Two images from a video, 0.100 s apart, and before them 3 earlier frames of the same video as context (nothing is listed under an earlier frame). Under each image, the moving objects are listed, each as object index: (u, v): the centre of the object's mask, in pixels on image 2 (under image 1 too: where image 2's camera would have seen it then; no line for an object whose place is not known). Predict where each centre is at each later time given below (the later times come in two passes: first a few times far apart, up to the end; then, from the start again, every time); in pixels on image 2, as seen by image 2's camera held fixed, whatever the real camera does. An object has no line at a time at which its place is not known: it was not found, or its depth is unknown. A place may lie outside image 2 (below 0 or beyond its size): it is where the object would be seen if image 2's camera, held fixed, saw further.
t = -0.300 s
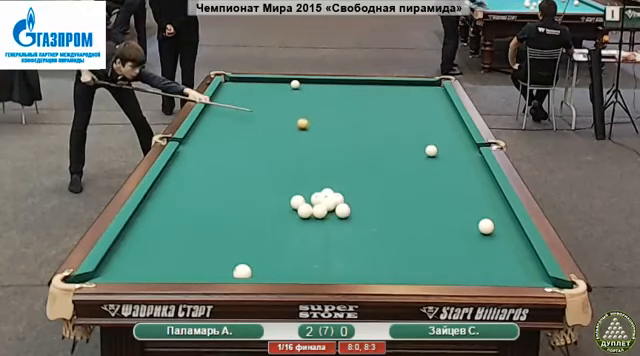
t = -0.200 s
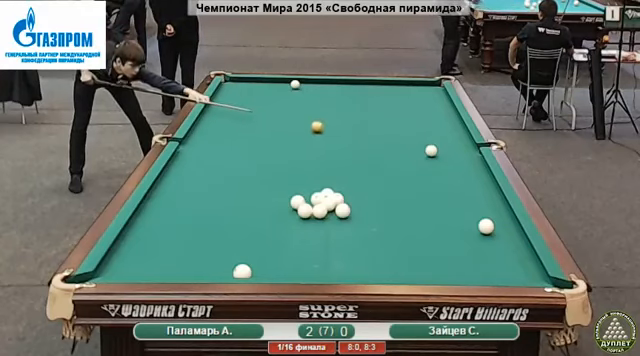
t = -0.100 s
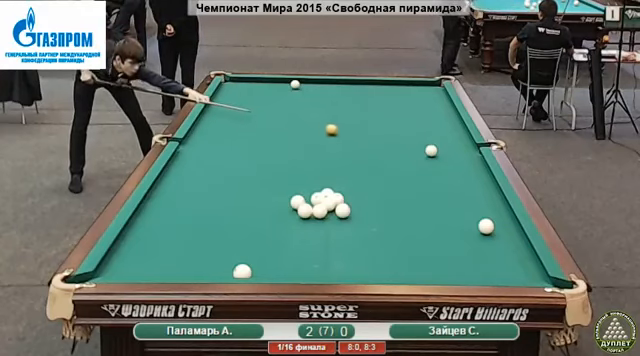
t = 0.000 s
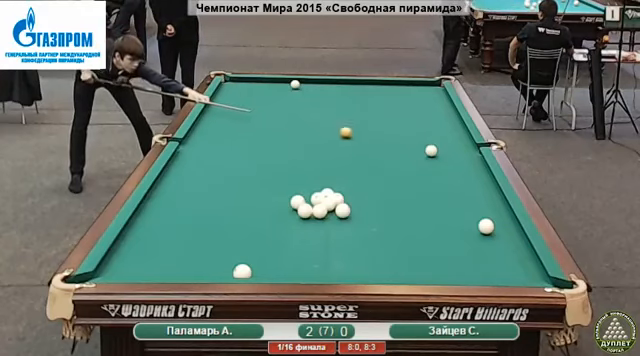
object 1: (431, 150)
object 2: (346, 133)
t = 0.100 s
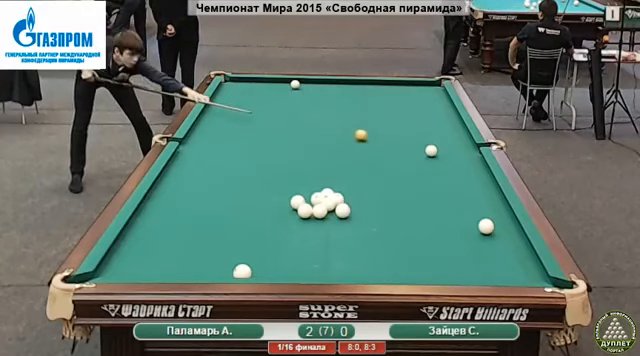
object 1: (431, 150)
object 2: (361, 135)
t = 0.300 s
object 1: (431, 150)
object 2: (391, 141)
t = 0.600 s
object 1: (438, 154)
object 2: (430, 146)
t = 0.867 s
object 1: (454, 161)
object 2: (455, 148)
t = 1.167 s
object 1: (472, 169)
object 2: (480, 147)
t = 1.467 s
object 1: (487, 177)
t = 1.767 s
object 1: (483, 184)
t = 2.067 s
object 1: (478, 190)
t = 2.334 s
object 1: (475, 195)
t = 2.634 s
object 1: (471, 201)
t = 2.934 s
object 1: (467, 206)
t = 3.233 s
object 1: (463, 211)
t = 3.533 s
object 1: (459, 216)
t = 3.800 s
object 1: (456, 221)
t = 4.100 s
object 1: (453, 225)
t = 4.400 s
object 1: (449, 228)
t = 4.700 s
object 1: (446, 232)
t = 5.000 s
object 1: (444, 235)
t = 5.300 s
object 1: (441, 237)
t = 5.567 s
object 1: (439, 238)
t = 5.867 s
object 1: (437, 240)
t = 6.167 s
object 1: (436, 240)
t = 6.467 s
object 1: (435, 241)
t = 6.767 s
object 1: (435, 241)
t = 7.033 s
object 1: (435, 241)
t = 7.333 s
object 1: (435, 241)
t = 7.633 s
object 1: (435, 241)
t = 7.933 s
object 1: (435, 241)
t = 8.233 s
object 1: (435, 241)
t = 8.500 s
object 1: (435, 241)
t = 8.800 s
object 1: (435, 241)
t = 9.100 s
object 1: (435, 241)
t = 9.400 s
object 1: (435, 241)
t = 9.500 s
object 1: (435, 241)
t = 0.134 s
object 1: (431, 150)
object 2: (365, 136)
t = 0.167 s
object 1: (431, 150)
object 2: (371, 137)
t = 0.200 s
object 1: (431, 150)
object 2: (376, 138)
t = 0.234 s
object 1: (431, 150)
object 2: (381, 139)
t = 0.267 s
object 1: (431, 150)
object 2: (386, 140)
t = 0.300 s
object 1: (431, 150)
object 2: (391, 141)
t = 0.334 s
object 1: (431, 150)
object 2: (396, 142)
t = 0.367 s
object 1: (431, 150)
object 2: (401, 143)
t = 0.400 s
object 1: (431, 150)
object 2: (406, 144)
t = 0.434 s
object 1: (431, 151)
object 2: (412, 145)
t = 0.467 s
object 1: (431, 151)
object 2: (417, 146)
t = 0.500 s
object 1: (431, 151)
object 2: (421, 147)
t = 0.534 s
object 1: (432, 151)
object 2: (424, 146)
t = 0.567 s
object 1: (435, 152)
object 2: (427, 147)
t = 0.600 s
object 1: (438, 154)
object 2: (430, 146)
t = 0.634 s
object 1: (440, 155)
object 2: (433, 146)
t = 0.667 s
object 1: (442, 155)
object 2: (437, 146)
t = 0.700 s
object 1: (444, 156)
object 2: (440, 147)
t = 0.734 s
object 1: (446, 157)
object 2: (443, 147)
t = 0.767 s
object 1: (448, 158)
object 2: (445, 147)
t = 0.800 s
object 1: (450, 159)
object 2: (449, 147)
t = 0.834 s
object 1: (452, 160)
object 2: (452, 147)
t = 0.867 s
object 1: (454, 161)
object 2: (455, 148)
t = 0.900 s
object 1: (456, 162)
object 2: (457, 148)
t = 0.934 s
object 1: (458, 162)
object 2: (460, 147)
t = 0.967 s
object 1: (460, 164)
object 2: (464, 147)
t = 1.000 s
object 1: (462, 165)
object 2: (466, 147)
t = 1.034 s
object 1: (464, 166)
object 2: (469, 147)
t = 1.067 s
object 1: (466, 167)
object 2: (473, 147)
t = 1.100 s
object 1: (468, 167)
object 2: (475, 147)
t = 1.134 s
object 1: (470, 168)
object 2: (477, 147)
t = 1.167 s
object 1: (472, 169)
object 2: (480, 147)
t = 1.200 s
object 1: (474, 170)
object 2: (481, 147)
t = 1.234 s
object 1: (476, 171)
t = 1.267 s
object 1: (478, 172)
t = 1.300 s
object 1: (480, 173)
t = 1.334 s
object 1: (482, 174)
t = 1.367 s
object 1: (484, 175)
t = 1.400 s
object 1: (486, 176)
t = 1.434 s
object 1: (487, 177)
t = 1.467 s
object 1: (487, 177)
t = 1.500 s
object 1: (487, 178)
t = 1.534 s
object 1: (486, 178)
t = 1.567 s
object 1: (486, 179)
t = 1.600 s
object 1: (485, 180)
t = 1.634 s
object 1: (485, 181)
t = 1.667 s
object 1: (484, 181)
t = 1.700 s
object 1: (484, 182)
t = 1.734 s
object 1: (483, 183)
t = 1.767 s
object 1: (483, 184)
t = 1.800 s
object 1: (483, 184)
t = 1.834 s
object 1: (482, 185)
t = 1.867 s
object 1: (481, 186)
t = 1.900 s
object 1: (481, 186)
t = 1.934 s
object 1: (480, 187)
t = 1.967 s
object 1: (480, 188)
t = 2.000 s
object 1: (479, 188)
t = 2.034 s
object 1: (479, 189)
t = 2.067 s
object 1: (478, 190)
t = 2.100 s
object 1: (478, 190)
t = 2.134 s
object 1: (477, 191)
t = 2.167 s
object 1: (477, 192)
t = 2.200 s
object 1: (476, 192)
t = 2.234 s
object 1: (476, 193)
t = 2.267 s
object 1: (476, 194)
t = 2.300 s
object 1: (475, 194)
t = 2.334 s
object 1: (475, 195)
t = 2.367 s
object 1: (474, 195)
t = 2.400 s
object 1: (474, 196)
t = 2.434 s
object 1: (473, 197)
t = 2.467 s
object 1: (473, 197)
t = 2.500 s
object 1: (473, 198)
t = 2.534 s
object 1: (472, 199)
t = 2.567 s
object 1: (471, 200)
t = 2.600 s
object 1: (471, 200)
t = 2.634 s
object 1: (471, 201)
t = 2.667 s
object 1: (470, 201)
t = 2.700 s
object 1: (470, 202)
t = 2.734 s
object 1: (469, 203)
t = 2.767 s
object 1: (469, 203)
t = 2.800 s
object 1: (468, 204)
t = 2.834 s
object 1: (468, 204)
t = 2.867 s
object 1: (467, 205)
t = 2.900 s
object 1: (467, 205)
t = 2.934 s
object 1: (467, 206)
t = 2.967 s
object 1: (466, 207)
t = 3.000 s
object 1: (466, 207)
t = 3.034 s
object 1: (465, 208)
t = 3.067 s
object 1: (465, 209)
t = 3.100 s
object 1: (465, 209)
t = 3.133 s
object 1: (464, 210)
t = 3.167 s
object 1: (464, 210)
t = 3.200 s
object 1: (463, 211)
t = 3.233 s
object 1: (463, 211)
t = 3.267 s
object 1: (462, 212)
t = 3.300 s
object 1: (462, 213)
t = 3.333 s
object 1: (462, 213)
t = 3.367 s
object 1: (461, 214)
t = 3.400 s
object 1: (461, 214)
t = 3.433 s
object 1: (460, 215)
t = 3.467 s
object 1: (460, 215)
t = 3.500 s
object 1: (460, 216)
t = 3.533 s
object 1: (459, 216)
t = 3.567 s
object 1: (459, 217)
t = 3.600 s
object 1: (458, 218)
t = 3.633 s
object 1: (458, 218)
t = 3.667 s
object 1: (458, 218)
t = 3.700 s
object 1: (457, 219)
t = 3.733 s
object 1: (457, 220)
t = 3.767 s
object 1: (457, 220)
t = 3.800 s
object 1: (456, 221)
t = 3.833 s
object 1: (456, 221)
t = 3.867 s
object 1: (456, 222)
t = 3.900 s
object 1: (455, 222)
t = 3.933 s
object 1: (455, 223)
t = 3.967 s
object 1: (454, 223)
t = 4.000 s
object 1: (454, 223)
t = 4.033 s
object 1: (454, 224)
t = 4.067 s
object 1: (453, 224)
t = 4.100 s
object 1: (453, 225)
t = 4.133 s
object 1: (453, 225)
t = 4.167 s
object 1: (452, 226)
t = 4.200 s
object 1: (452, 226)
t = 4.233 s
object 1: (451, 227)
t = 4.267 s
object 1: (451, 227)
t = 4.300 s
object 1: (451, 227)
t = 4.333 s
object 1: (450, 228)
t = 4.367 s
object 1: (450, 228)
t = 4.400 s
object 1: (449, 228)
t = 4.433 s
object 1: (449, 229)
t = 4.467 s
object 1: (449, 229)
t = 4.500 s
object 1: (448, 230)
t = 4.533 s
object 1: (448, 230)
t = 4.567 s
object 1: (448, 230)
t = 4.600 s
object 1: (447, 231)
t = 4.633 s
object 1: (447, 231)
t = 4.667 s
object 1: (447, 232)
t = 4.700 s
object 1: (446, 232)
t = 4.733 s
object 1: (446, 232)
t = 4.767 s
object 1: (446, 233)
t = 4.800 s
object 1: (445, 233)
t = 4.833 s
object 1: (445, 233)
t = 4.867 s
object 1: (445, 233)
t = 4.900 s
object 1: (444, 234)
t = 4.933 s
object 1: (444, 234)
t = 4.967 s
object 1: (444, 234)
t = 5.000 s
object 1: (444, 235)
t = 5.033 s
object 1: (443, 235)
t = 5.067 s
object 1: (443, 235)
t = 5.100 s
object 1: (443, 235)
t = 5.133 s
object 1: (442, 236)
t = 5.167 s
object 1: (442, 236)
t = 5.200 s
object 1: (442, 236)
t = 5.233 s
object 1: (442, 236)
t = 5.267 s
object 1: (441, 237)
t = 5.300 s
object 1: (441, 237)
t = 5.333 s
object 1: (441, 237)
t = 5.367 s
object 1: (440, 237)
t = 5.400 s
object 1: (440, 237)
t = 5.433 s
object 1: (440, 238)
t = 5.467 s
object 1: (440, 238)
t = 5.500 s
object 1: (439, 238)
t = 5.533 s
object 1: (439, 238)
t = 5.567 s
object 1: (439, 238)
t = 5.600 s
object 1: (439, 239)
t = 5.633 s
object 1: (439, 239)
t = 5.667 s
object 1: (438, 239)
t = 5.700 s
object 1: (438, 239)
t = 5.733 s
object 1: (438, 239)
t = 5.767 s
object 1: (438, 240)
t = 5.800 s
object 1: (438, 240)
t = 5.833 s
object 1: (438, 240)
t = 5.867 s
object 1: (437, 240)
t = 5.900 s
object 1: (437, 240)
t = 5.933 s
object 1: (437, 240)
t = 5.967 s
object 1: (437, 240)
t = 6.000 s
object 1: (437, 240)
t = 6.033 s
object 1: (437, 240)
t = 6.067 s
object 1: (436, 240)
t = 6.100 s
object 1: (436, 240)
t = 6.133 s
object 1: (436, 240)
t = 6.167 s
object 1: (436, 240)
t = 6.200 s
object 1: (436, 241)
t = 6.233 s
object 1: (436, 241)
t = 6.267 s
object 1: (436, 241)
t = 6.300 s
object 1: (435, 241)
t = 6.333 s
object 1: (435, 241)
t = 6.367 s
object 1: (435, 241)
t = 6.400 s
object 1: (435, 241)
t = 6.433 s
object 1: (435, 241)
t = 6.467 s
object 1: (435, 241)
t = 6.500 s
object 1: (435, 241)
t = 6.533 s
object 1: (435, 241)
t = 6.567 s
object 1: (435, 241)
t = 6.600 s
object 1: (435, 241)
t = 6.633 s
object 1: (435, 241)
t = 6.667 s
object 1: (435, 241)
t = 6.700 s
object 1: (435, 241)
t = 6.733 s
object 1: (435, 241)
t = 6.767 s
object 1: (435, 241)
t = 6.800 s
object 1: (435, 241)
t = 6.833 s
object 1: (435, 241)
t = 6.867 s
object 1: (435, 241)
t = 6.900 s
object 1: (435, 241)
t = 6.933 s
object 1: (435, 241)
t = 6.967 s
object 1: (435, 241)
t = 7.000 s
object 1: (435, 241)
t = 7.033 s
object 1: (435, 241)
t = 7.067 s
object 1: (435, 241)
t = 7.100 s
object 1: (435, 241)
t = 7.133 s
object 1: (435, 241)
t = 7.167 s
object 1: (435, 241)
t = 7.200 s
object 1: (435, 241)
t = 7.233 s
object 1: (435, 241)
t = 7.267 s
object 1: (435, 241)
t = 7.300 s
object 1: (435, 241)
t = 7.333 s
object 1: (435, 241)
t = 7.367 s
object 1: (435, 241)
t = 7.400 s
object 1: (435, 241)
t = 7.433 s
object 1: (435, 241)
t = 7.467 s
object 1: (435, 241)
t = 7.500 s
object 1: (435, 241)
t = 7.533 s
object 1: (435, 241)
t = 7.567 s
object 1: (435, 241)
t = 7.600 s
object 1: (435, 241)
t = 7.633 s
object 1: (435, 241)
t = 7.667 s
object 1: (435, 241)
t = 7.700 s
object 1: (435, 241)
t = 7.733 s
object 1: (435, 241)
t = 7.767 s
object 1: (435, 241)
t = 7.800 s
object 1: (435, 241)
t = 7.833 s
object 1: (435, 241)
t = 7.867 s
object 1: (435, 241)
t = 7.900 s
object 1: (435, 241)
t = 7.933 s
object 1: (435, 241)
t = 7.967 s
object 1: (435, 241)
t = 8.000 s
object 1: (435, 241)
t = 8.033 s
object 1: (435, 241)
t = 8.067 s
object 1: (435, 241)
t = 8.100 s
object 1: (435, 241)
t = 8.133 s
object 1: (435, 241)
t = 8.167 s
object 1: (435, 241)
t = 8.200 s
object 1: (435, 241)
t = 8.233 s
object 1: (435, 241)
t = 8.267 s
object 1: (435, 241)
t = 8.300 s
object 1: (435, 241)
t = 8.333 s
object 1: (435, 241)
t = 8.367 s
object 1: (435, 241)
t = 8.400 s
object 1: (435, 241)
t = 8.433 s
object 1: (435, 241)
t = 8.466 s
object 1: (435, 241)
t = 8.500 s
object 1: (435, 241)
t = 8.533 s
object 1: (435, 241)
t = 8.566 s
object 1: (435, 241)
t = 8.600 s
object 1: (435, 241)
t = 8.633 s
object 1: (435, 241)
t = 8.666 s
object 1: (435, 241)
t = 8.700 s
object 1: (435, 241)
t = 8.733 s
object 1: (435, 241)
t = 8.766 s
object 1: (435, 241)
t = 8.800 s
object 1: (435, 241)
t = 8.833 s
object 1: (435, 241)
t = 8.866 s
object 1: (435, 241)
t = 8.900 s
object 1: (435, 241)
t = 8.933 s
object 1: (435, 241)
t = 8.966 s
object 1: (435, 241)
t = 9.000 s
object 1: (435, 241)
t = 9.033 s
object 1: (435, 241)
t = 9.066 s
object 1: (435, 241)
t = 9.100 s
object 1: (435, 241)
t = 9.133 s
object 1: (435, 241)
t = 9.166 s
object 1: (435, 241)
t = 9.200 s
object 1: (435, 241)
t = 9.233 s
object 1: (435, 241)
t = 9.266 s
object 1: (435, 241)
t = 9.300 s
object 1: (435, 241)
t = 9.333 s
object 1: (435, 241)
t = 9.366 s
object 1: (435, 241)
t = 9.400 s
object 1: (435, 241)
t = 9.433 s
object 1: (435, 241)
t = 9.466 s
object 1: (435, 241)
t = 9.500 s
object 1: (435, 241)
